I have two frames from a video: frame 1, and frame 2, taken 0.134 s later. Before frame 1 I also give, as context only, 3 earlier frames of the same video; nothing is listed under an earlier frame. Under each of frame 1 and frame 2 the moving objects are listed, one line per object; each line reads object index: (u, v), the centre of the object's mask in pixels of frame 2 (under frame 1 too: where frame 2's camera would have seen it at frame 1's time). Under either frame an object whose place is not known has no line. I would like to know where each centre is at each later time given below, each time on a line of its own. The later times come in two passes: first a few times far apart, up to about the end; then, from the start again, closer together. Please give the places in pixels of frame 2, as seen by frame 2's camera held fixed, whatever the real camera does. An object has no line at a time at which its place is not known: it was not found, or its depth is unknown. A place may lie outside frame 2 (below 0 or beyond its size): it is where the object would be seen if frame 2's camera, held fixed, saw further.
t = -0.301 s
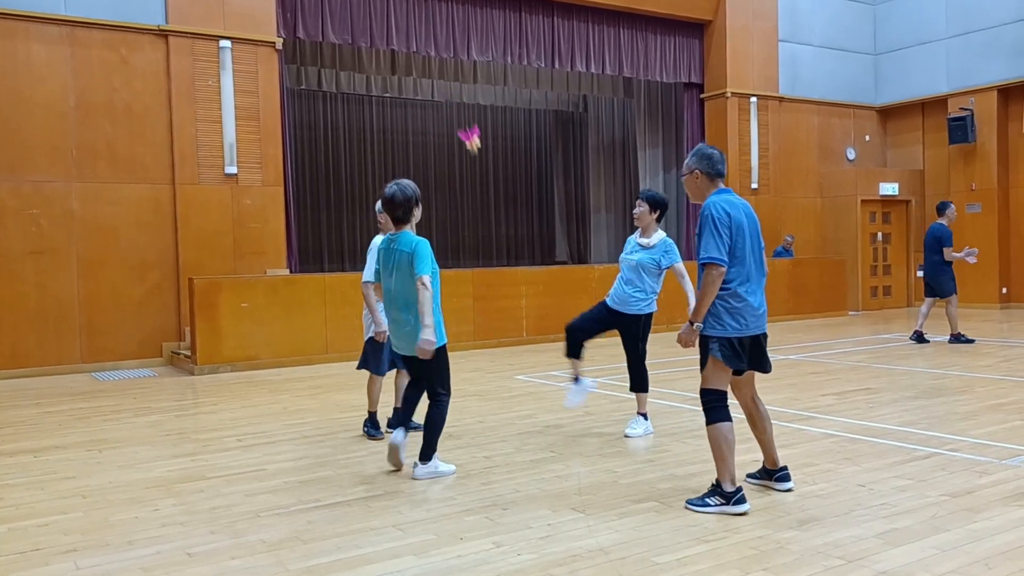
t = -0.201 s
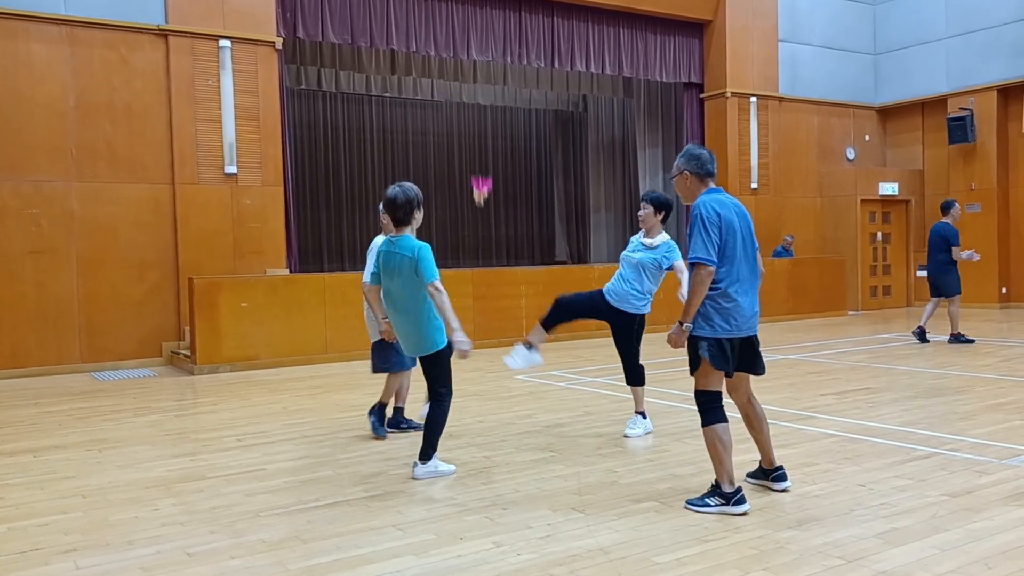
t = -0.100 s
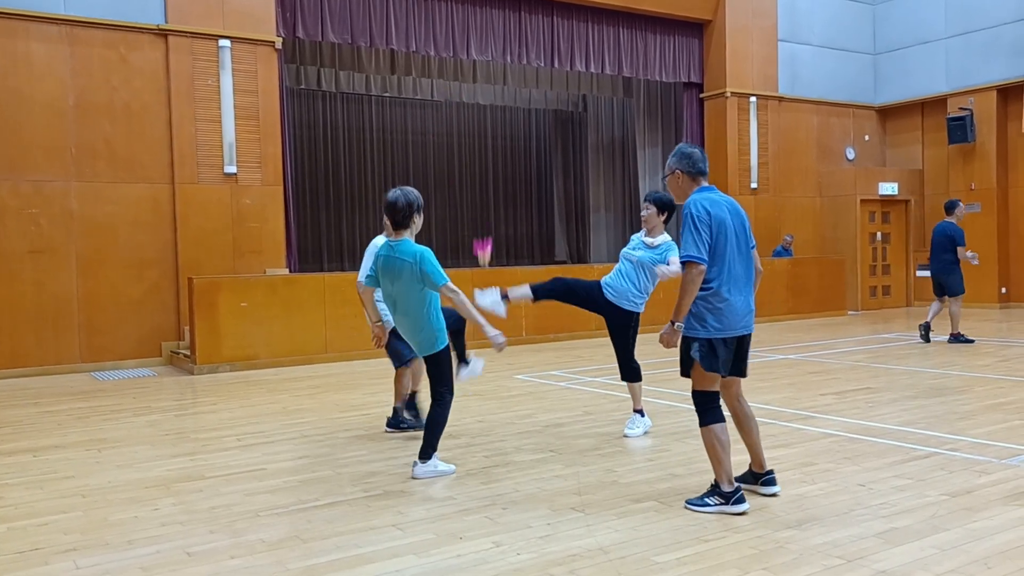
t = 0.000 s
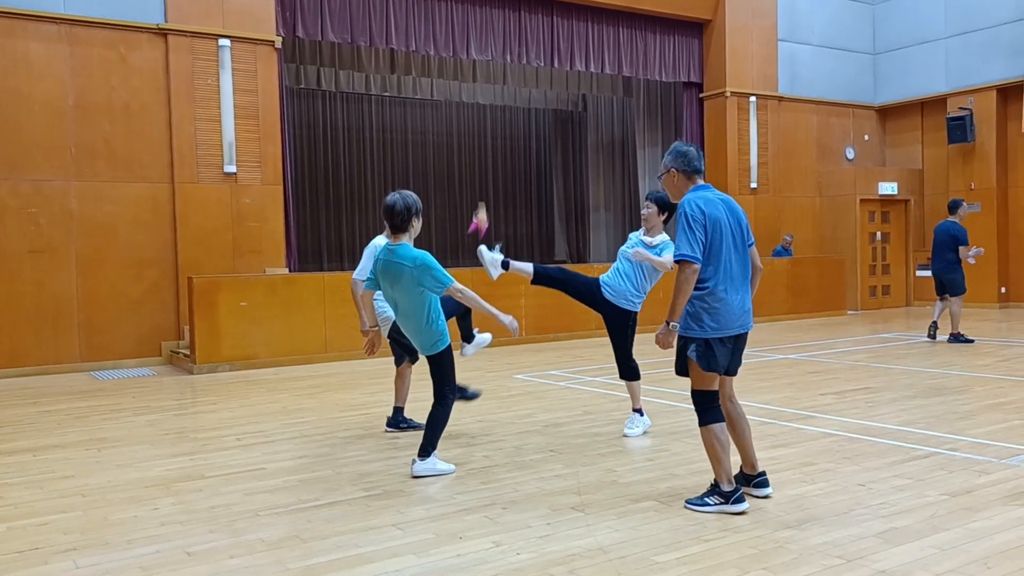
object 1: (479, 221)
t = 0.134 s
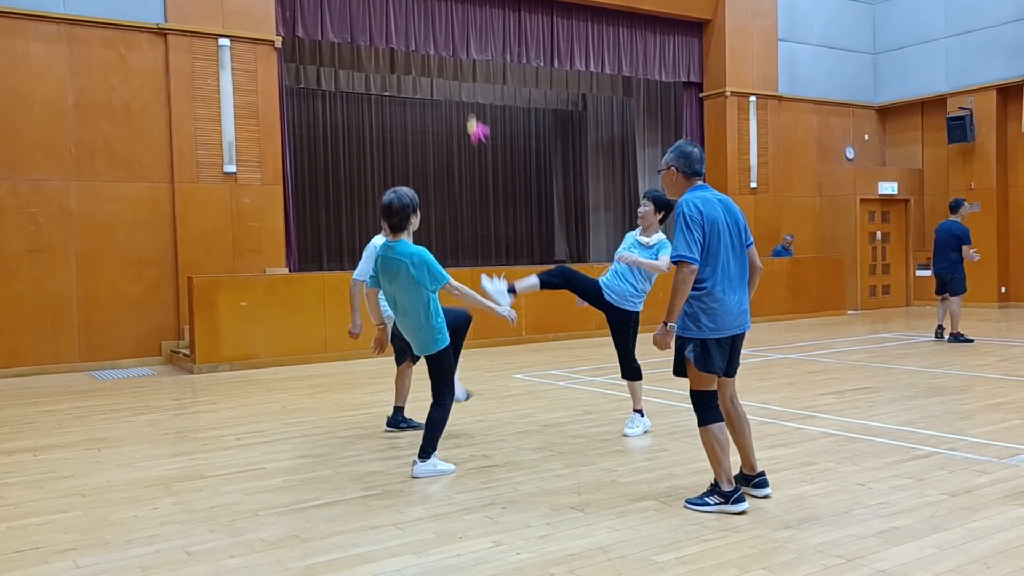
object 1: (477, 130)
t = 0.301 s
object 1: (460, 63)
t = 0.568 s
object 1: (448, 40)
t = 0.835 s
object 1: (443, 122)
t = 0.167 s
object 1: (474, 114)
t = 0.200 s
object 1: (470, 100)
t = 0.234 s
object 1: (466, 86)
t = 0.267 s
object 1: (463, 73)
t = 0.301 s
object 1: (460, 63)
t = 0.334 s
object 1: (458, 54)
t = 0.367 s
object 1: (456, 47)
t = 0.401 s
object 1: (454, 43)
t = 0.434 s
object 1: (452, 40)
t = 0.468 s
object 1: (451, 37)
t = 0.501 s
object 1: (450, 37)
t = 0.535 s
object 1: (449, 38)
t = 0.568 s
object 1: (448, 40)
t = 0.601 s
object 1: (446, 45)
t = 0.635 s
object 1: (445, 50)
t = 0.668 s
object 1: (444, 57)
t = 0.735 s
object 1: (445, 74)
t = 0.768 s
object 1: (444, 86)
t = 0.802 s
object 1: (444, 104)
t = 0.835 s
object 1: (443, 122)
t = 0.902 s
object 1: (441, 162)
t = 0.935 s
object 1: (441, 185)
